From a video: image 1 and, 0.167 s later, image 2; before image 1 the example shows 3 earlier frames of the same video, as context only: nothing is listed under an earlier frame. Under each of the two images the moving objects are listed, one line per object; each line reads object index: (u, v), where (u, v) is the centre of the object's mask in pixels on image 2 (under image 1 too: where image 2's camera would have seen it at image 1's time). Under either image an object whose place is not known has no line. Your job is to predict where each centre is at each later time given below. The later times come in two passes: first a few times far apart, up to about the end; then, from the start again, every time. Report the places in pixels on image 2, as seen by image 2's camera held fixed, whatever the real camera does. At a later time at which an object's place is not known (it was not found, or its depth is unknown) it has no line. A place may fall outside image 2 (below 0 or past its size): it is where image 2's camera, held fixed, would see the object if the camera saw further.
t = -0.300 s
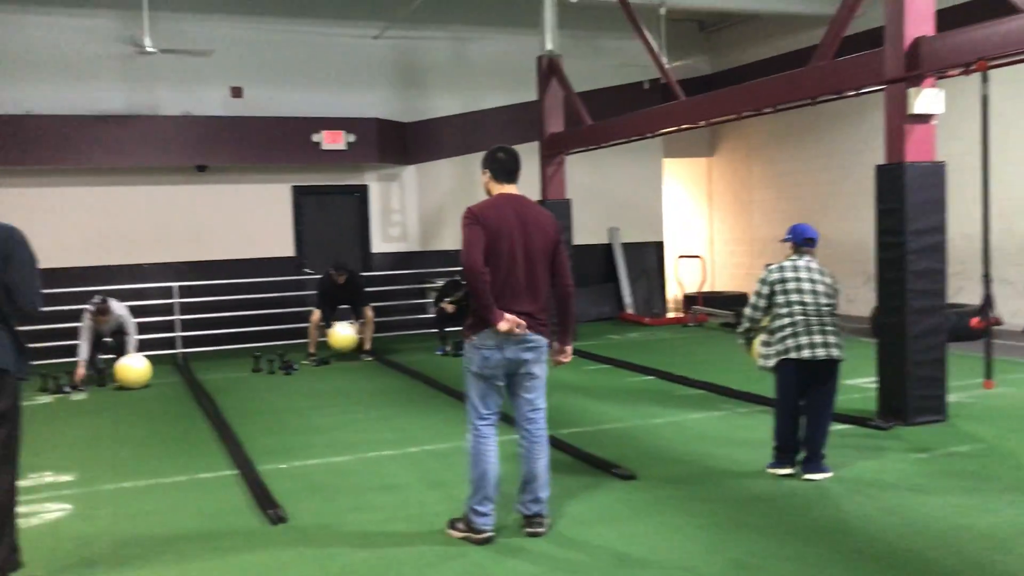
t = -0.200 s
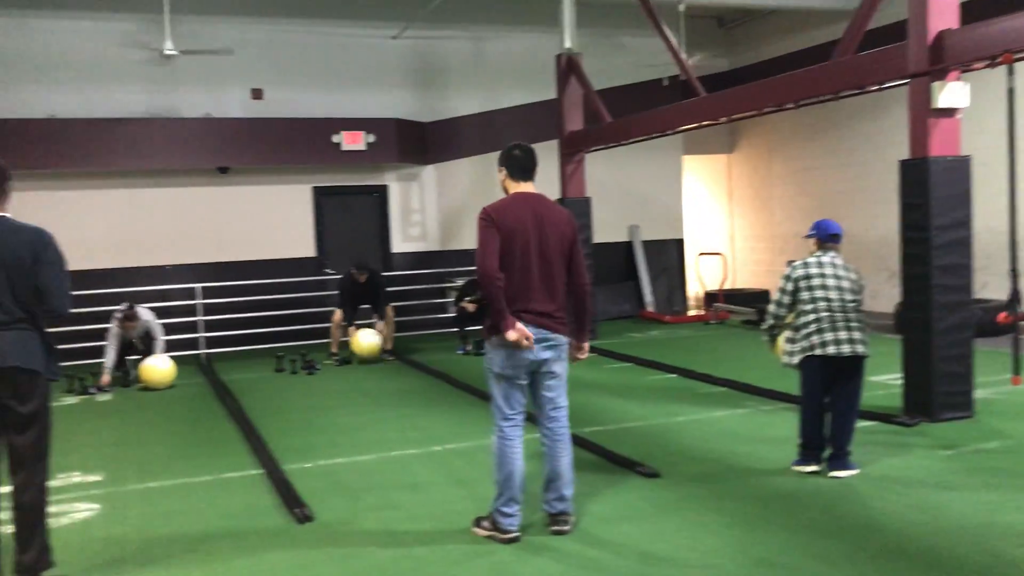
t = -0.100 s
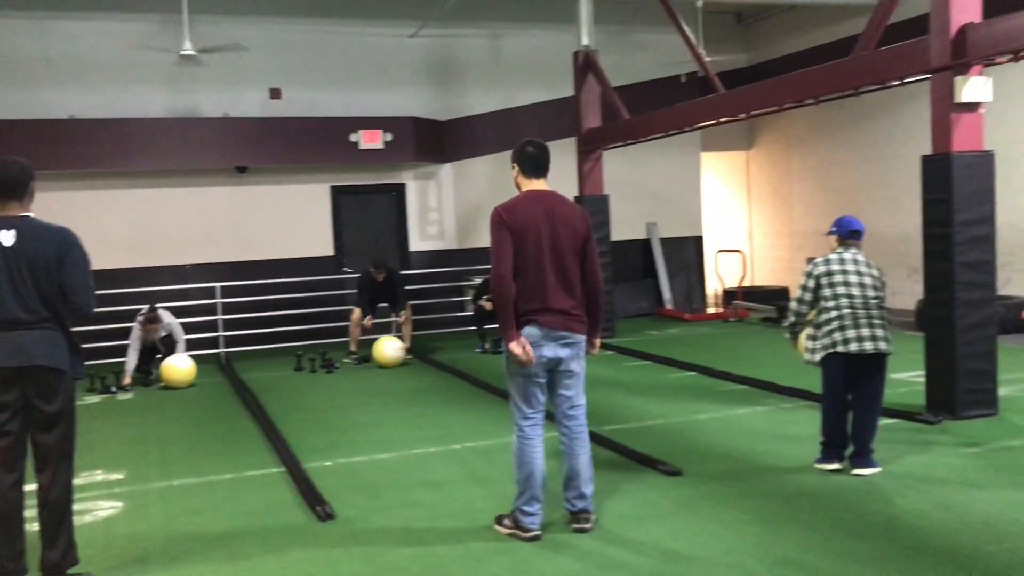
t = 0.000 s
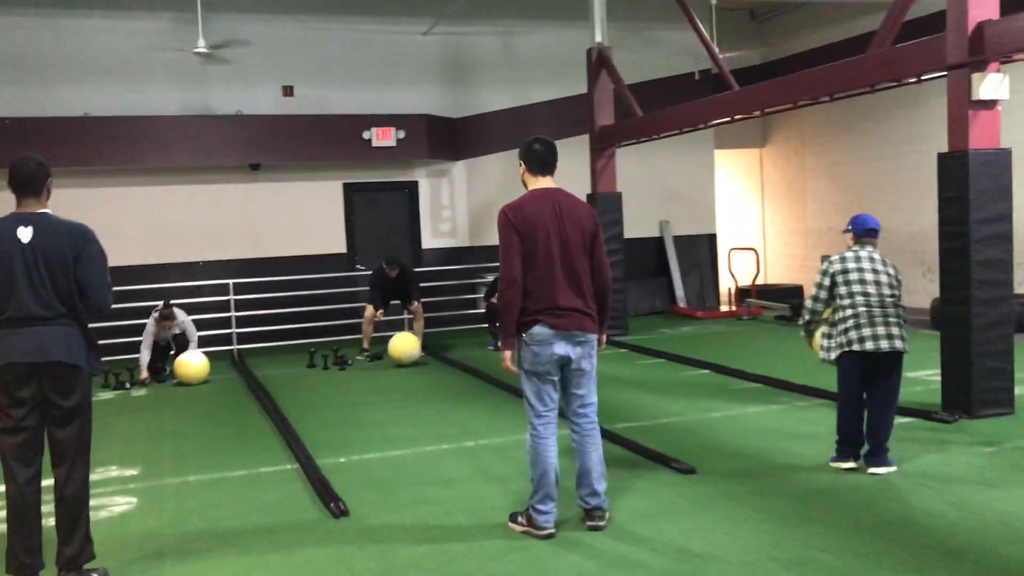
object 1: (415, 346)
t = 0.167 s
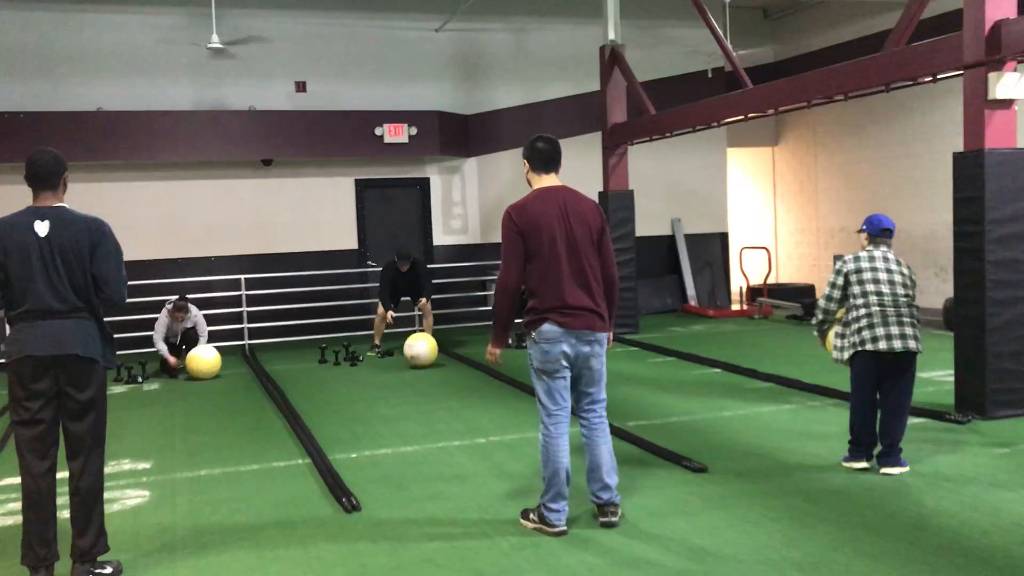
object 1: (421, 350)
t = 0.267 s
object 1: (425, 354)
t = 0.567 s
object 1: (435, 364)
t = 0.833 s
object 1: (444, 372)
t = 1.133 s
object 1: (454, 384)
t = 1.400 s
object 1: (463, 394)
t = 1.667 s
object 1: (472, 405)
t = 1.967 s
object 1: (481, 419)
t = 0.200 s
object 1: (422, 351)
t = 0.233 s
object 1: (423, 352)
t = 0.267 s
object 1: (425, 354)
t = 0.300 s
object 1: (426, 355)
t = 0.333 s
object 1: (427, 355)
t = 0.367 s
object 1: (428, 356)
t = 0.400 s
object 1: (429, 357)
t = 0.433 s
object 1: (430, 359)
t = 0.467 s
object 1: (431, 360)
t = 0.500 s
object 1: (432, 361)
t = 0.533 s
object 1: (434, 362)
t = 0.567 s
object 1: (435, 364)
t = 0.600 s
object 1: (436, 365)
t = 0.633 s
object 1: (437, 366)
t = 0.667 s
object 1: (438, 367)
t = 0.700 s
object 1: (439, 368)
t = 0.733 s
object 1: (441, 369)
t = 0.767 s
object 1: (442, 370)
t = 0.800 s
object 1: (443, 371)
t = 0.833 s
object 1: (444, 372)
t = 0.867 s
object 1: (445, 374)
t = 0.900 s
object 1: (446, 375)
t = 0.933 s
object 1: (447, 376)
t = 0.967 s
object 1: (449, 377)
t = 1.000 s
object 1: (450, 378)
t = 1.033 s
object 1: (451, 380)
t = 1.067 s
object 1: (452, 381)
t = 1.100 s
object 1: (453, 382)
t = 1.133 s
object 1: (454, 384)
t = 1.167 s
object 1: (455, 384)
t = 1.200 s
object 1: (456, 385)
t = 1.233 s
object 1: (457, 387)
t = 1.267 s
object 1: (458, 388)
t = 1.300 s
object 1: (459, 390)
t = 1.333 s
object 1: (461, 391)
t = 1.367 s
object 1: (462, 392)
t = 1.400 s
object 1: (463, 394)
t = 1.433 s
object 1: (464, 395)
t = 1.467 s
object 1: (465, 396)
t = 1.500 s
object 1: (466, 397)
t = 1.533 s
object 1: (467, 399)
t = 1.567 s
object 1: (468, 400)
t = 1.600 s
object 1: (470, 402)
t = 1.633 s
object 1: (471, 403)
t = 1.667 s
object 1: (472, 405)
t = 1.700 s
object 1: (473, 407)
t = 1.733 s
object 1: (474, 408)
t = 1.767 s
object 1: (475, 409)
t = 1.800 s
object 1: (476, 410)
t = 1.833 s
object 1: (477, 412)
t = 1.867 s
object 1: (478, 414)
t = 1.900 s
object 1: (479, 415)
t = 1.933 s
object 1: (480, 417)
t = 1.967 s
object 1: (481, 419)
